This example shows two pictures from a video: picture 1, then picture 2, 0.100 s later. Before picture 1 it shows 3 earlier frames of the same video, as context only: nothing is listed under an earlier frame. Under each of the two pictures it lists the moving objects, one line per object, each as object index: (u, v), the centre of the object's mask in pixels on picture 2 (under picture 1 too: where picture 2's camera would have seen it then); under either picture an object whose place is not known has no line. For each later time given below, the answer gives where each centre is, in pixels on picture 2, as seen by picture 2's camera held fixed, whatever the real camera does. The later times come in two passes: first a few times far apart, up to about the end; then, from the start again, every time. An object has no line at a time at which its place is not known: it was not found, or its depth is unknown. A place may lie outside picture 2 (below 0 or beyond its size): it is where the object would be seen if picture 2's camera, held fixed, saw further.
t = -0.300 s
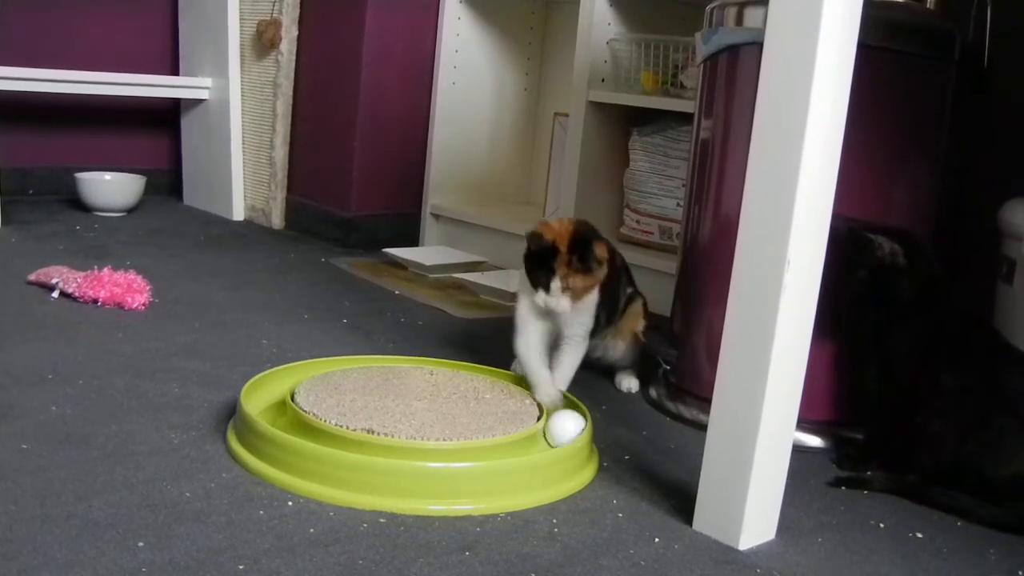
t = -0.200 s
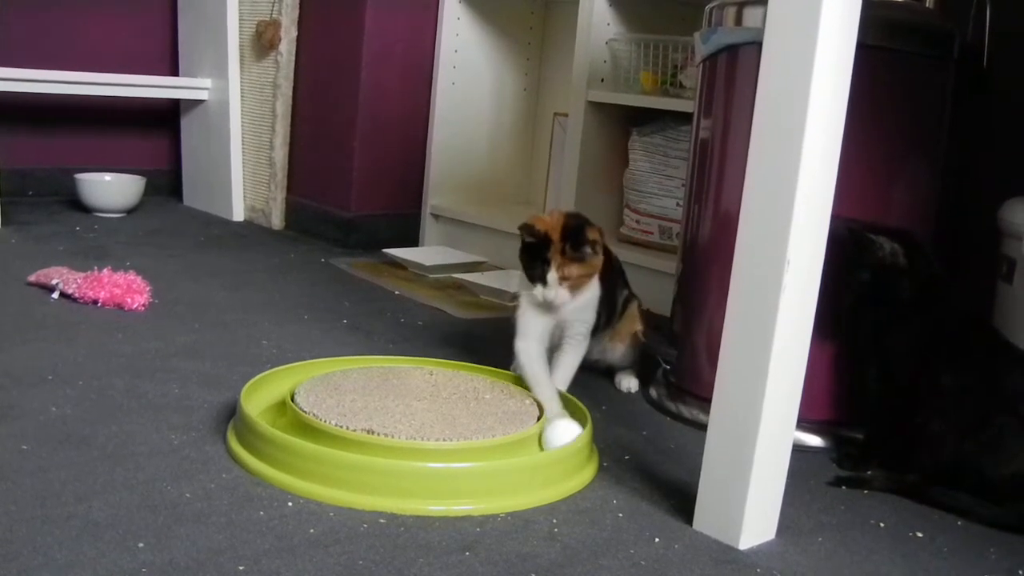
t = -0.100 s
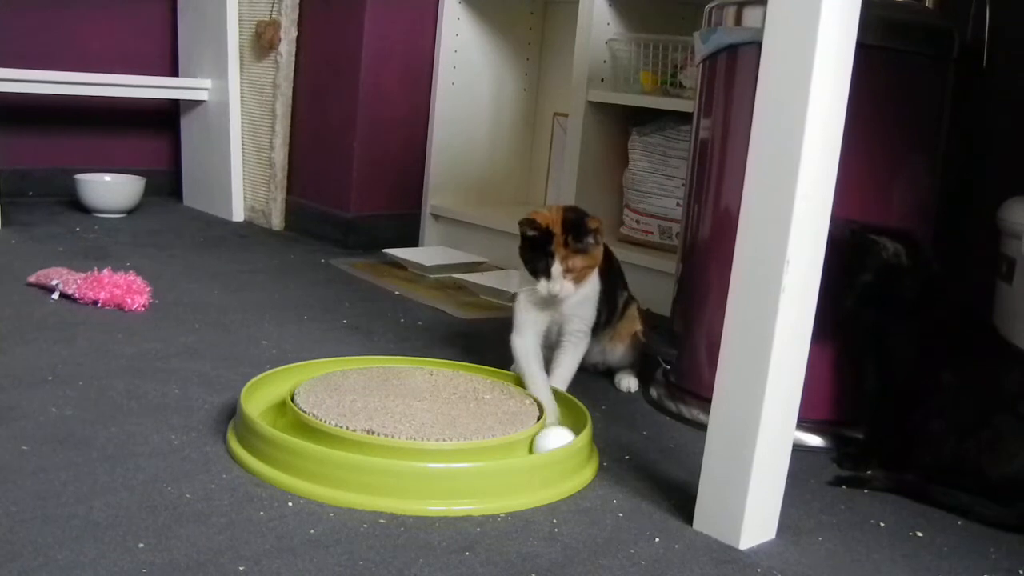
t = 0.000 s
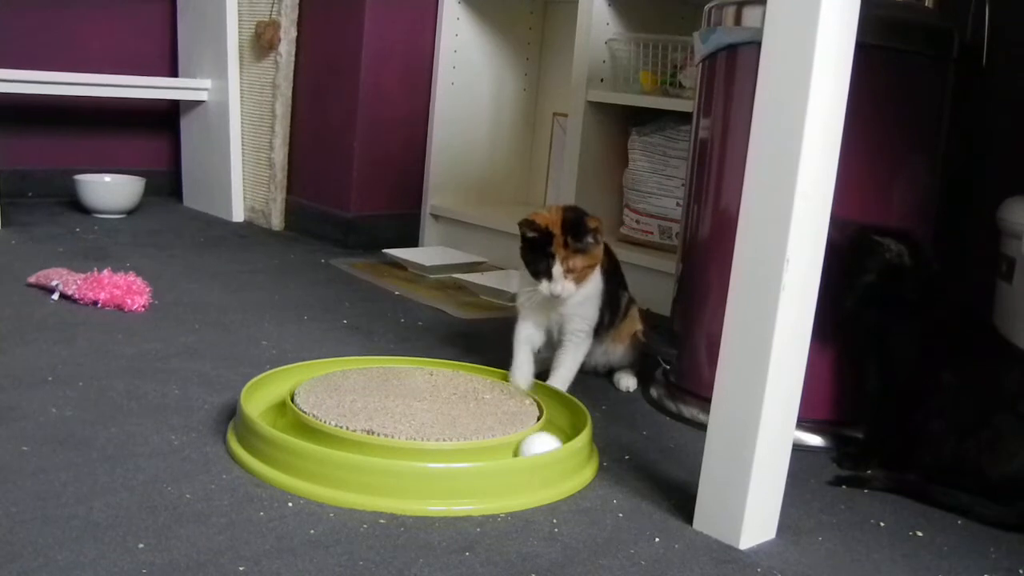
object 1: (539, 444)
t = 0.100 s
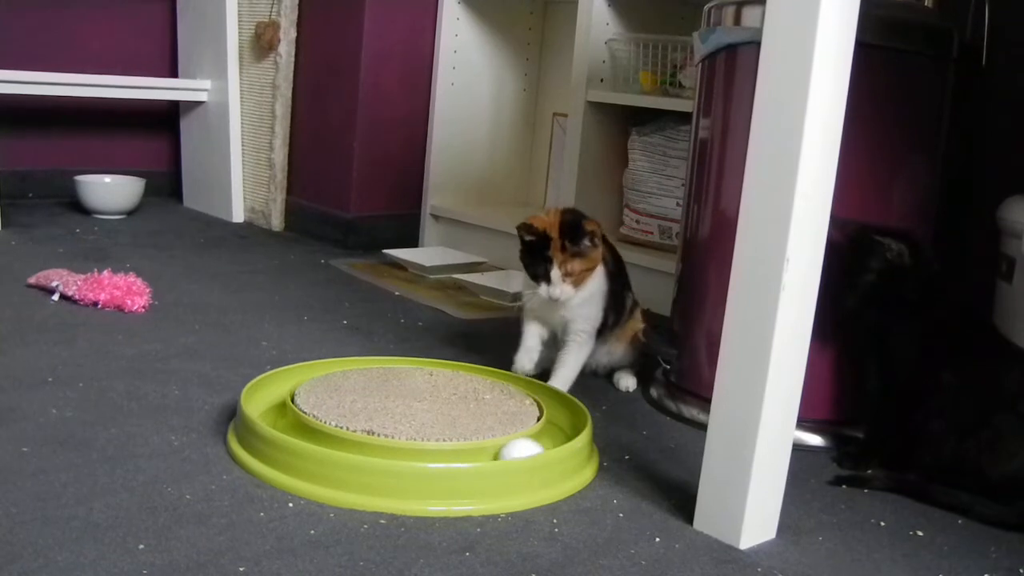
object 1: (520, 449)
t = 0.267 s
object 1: (481, 455)
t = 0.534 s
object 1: (406, 455)
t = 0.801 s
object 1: (335, 443)
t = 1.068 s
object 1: (289, 427)
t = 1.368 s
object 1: (268, 411)
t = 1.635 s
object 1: (267, 399)
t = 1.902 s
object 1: (286, 382)
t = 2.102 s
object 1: (313, 369)
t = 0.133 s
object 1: (513, 450)
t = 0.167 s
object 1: (506, 451)
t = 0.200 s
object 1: (498, 453)
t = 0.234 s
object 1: (489, 454)
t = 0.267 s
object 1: (481, 455)
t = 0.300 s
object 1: (472, 456)
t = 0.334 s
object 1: (463, 456)
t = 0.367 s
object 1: (454, 456)
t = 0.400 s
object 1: (445, 456)
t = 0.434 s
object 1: (435, 456)
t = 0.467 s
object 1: (426, 456)
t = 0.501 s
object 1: (416, 455)
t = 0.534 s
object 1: (406, 455)
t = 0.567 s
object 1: (397, 454)
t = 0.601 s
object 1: (386, 452)
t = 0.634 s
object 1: (377, 451)
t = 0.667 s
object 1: (368, 450)
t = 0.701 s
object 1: (360, 448)
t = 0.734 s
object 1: (351, 447)
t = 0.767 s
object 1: (343, 445)
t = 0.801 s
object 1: (335, 443)
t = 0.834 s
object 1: (328, 441)
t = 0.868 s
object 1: (321, 439)
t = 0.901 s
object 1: (315, 437)
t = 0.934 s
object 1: (309, 435)
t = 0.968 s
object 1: (303, 433)
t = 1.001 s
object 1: (298, 431)
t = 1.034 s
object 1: (293, 429)
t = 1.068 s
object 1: (289, 427)
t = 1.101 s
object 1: (285, 425)
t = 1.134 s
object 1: (281, 423)
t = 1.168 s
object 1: (279, 421)
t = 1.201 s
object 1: (276, 420)
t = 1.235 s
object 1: (274, 418)
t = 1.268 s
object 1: (272, 416)
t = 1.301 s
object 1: (270, 414)
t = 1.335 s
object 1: (269, 412)
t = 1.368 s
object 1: (268, 411)
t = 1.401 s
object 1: (267, 409)
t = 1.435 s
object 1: (266, 408)
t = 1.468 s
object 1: (266, 407)
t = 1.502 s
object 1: (265, 405)
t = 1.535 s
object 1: (265, 404)
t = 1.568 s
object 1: (265, 402)
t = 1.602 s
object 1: (266, 401)
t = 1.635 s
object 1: (267, 399)
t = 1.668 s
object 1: (269, 397)
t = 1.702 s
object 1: (271, 395)
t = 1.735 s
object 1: (273, 394)
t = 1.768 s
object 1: (275, 391)
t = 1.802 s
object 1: (277, 389)
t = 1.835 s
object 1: (280, 387)
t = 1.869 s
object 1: (282, 385)
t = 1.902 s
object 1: (286, 382)
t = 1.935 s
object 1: (289, 379)
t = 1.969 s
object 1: (294, 377)
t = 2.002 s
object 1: (298, 375)
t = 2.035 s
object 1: (303, 373)
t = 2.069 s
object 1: (307, 371)
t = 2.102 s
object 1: (313, 369)
